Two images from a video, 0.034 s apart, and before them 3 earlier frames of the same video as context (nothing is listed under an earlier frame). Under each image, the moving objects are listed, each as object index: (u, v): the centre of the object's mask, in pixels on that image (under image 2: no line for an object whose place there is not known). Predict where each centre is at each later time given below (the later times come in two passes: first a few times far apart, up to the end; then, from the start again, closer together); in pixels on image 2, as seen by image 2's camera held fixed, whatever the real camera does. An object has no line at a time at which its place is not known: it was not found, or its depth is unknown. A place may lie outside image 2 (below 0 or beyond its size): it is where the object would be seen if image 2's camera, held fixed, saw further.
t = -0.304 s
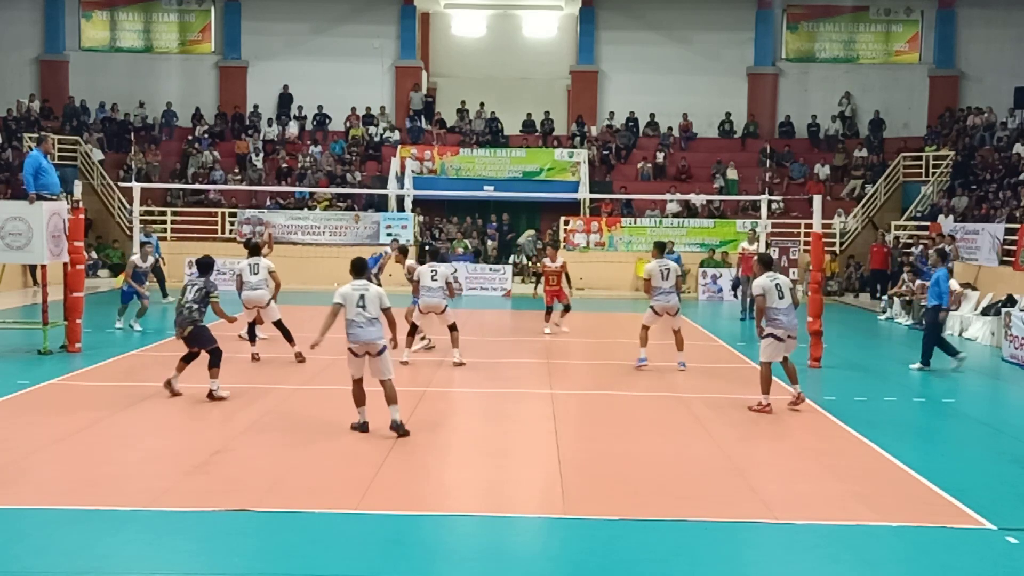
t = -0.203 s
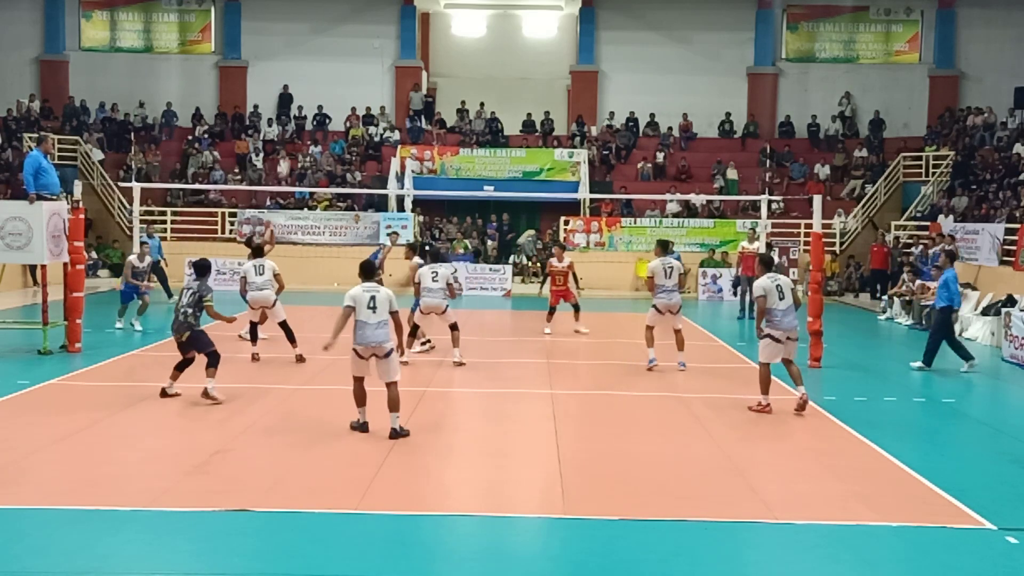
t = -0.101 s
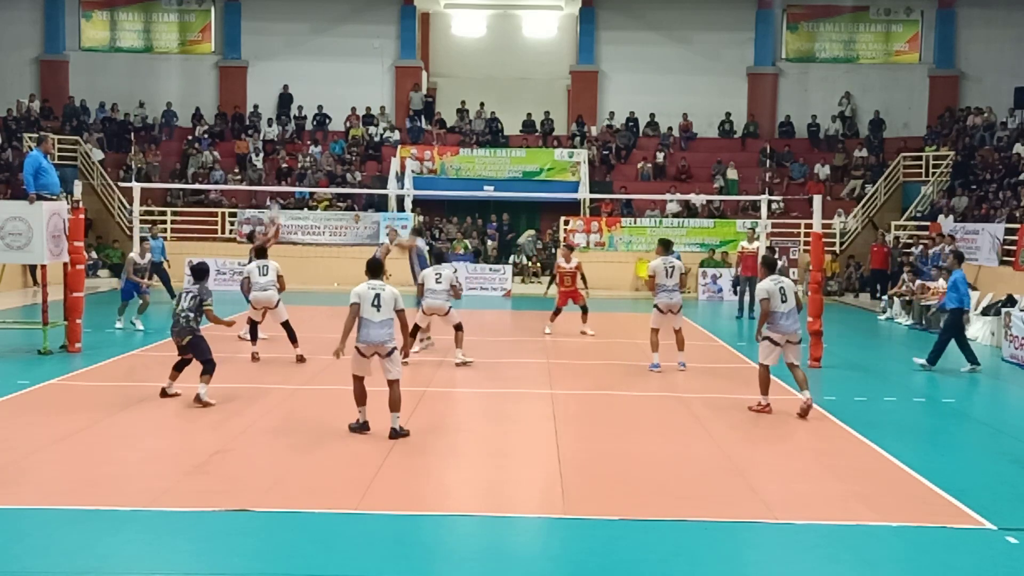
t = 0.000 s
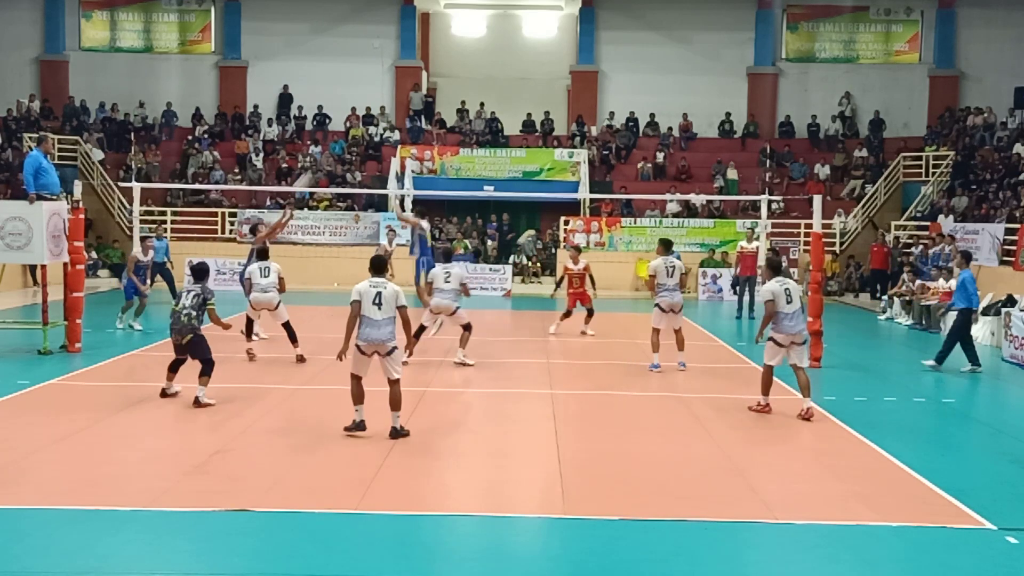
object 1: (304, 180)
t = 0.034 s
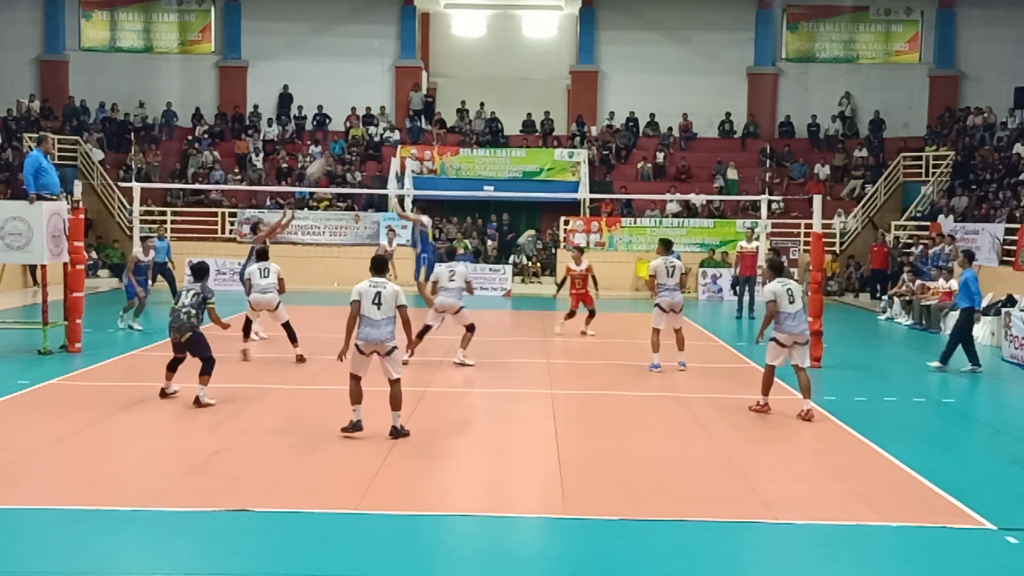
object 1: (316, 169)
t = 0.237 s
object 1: (394, 97)
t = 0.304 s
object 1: (419, 80)
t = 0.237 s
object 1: (394, 97)
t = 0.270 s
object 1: (406, 88)
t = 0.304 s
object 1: (419, 80)
